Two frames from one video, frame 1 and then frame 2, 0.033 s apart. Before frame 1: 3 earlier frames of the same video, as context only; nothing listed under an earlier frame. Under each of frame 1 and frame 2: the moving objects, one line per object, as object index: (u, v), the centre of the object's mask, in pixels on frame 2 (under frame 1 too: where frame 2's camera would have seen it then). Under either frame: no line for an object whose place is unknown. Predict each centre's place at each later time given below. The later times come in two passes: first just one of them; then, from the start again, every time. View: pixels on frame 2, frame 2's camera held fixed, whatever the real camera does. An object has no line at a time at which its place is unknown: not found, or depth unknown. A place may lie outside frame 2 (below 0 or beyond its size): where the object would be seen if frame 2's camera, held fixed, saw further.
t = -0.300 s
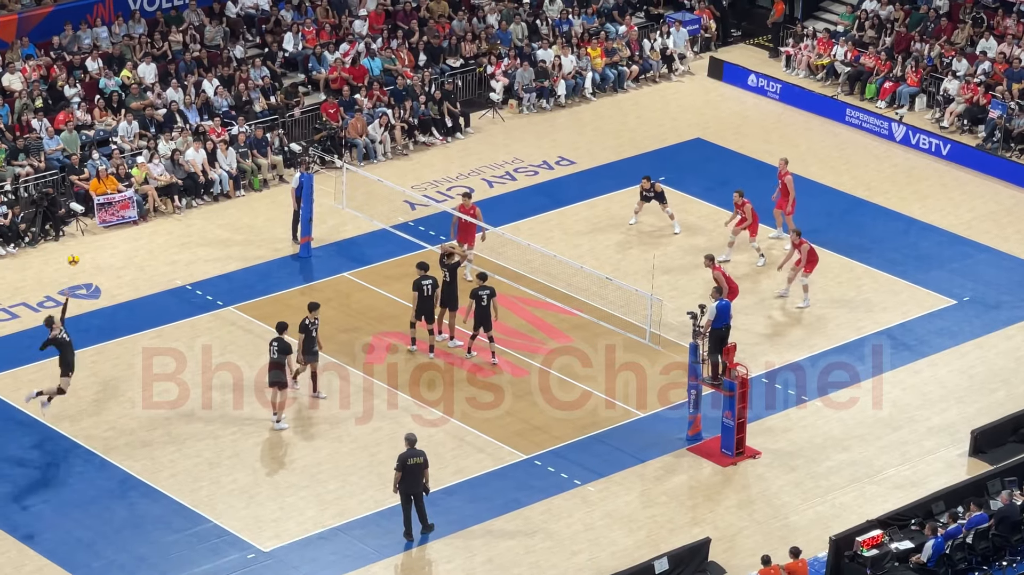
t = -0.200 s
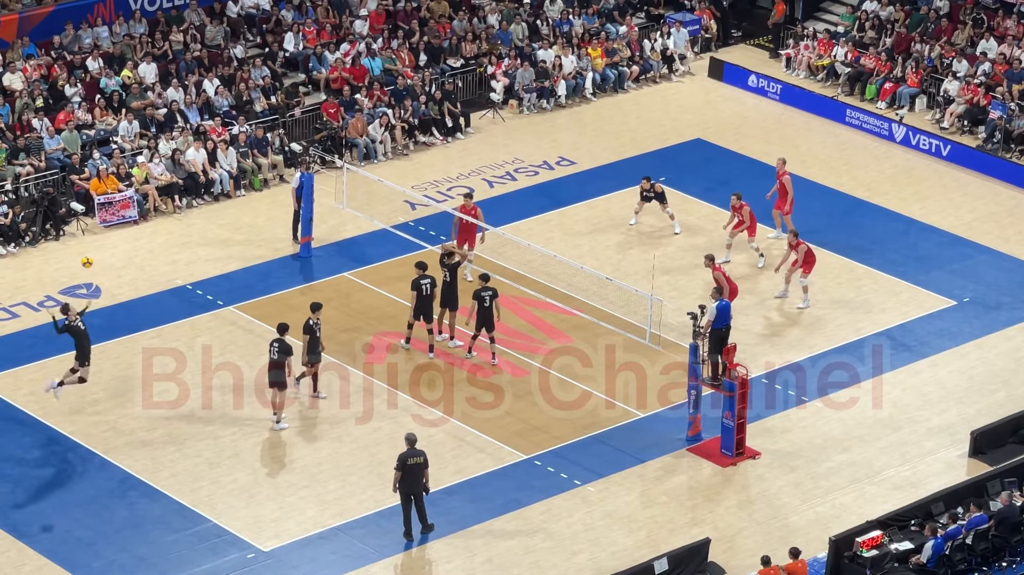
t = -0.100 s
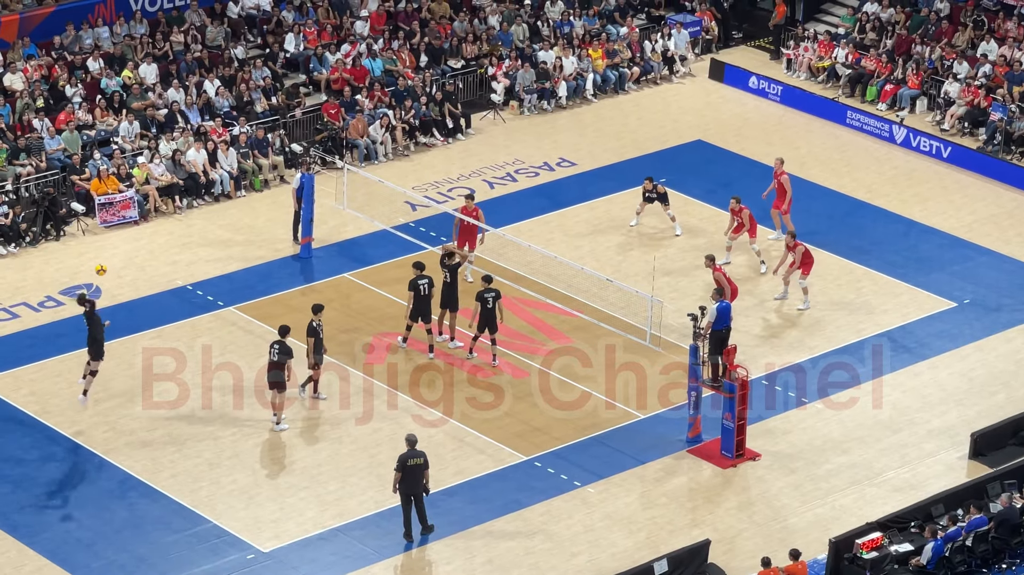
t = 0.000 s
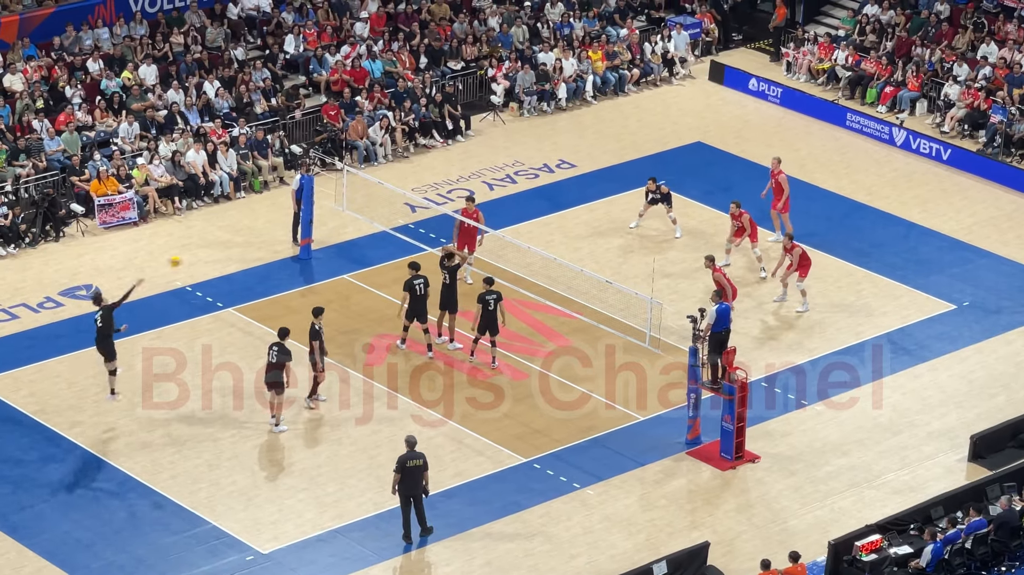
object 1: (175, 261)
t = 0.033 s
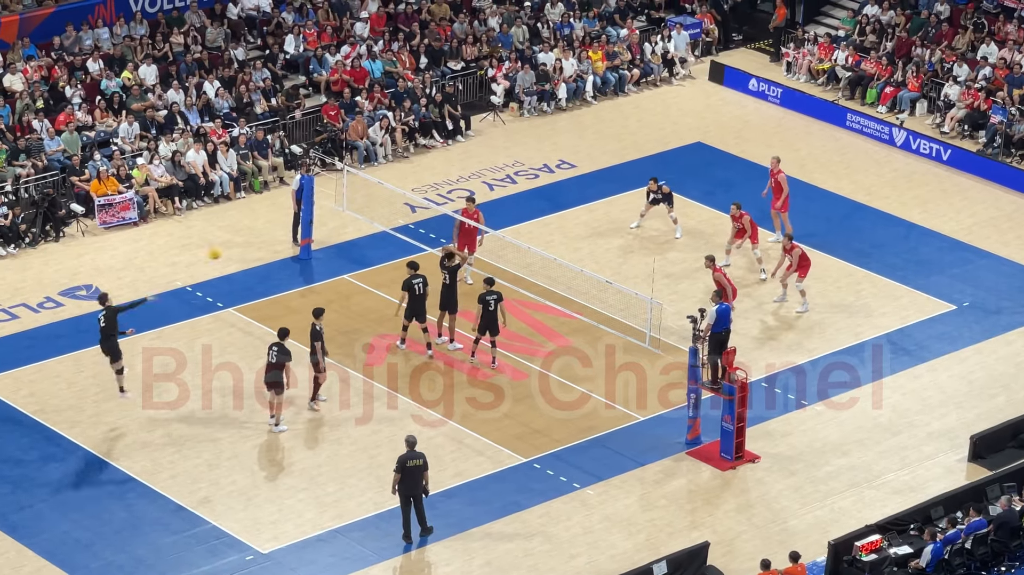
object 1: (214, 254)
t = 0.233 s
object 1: (436, 230)
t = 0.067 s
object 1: (252, 247)
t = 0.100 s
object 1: (292, 241)
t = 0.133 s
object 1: (329, 236)
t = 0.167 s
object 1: (365, 234)
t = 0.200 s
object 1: (401, 231)
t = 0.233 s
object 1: (436, 230)
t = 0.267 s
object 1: (468, 229)
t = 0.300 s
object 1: (503, 229)
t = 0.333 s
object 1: (535, 230)
